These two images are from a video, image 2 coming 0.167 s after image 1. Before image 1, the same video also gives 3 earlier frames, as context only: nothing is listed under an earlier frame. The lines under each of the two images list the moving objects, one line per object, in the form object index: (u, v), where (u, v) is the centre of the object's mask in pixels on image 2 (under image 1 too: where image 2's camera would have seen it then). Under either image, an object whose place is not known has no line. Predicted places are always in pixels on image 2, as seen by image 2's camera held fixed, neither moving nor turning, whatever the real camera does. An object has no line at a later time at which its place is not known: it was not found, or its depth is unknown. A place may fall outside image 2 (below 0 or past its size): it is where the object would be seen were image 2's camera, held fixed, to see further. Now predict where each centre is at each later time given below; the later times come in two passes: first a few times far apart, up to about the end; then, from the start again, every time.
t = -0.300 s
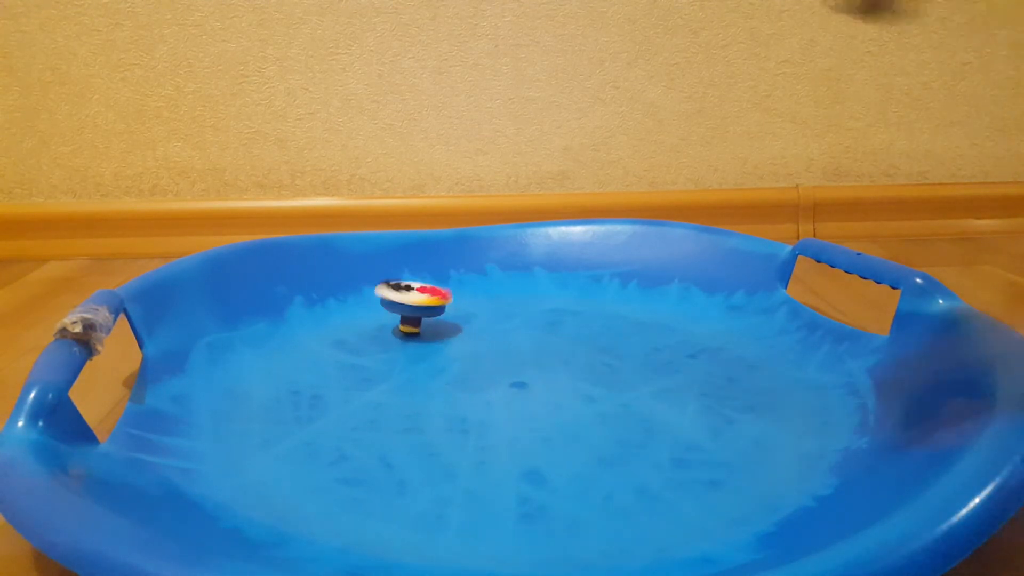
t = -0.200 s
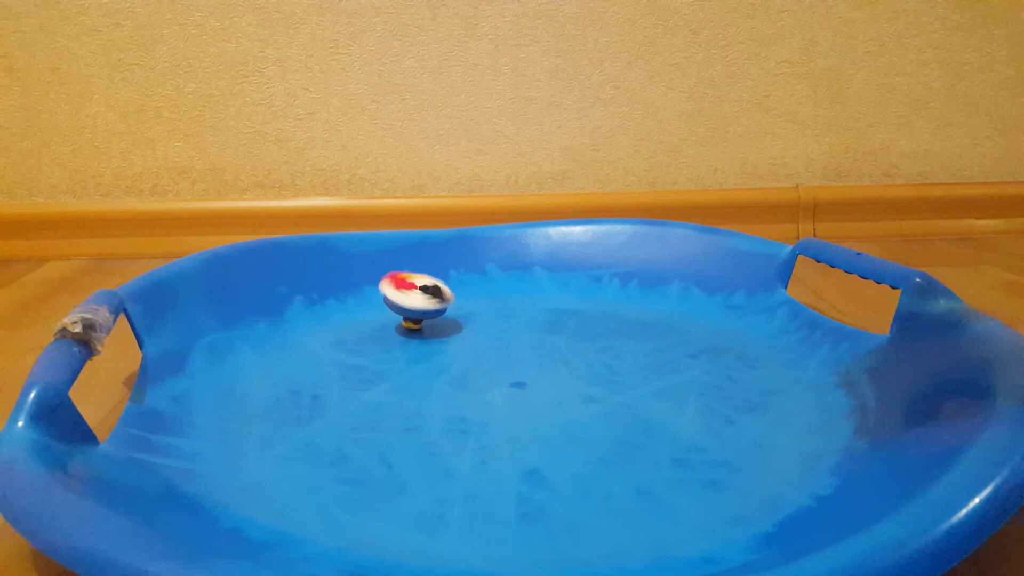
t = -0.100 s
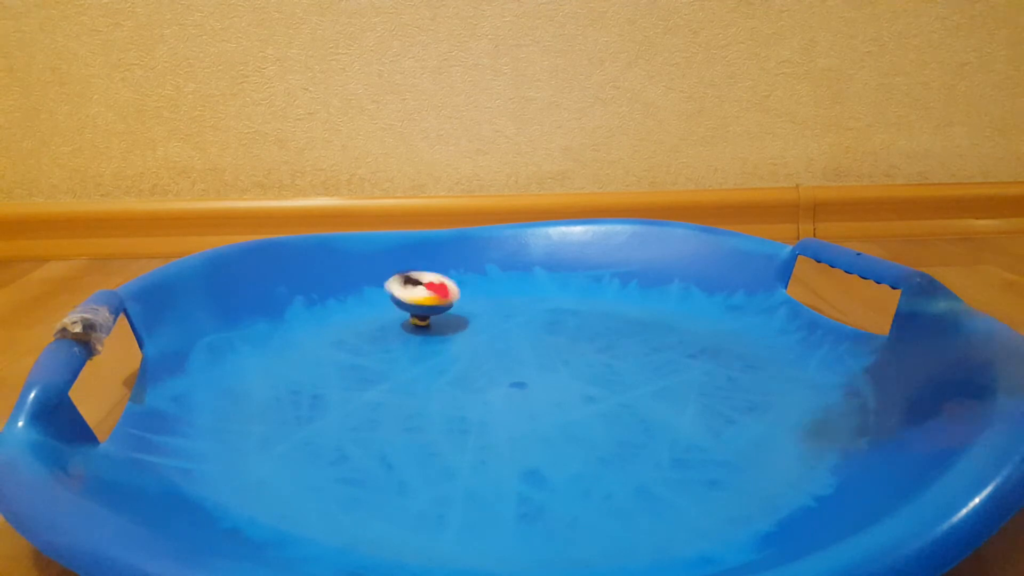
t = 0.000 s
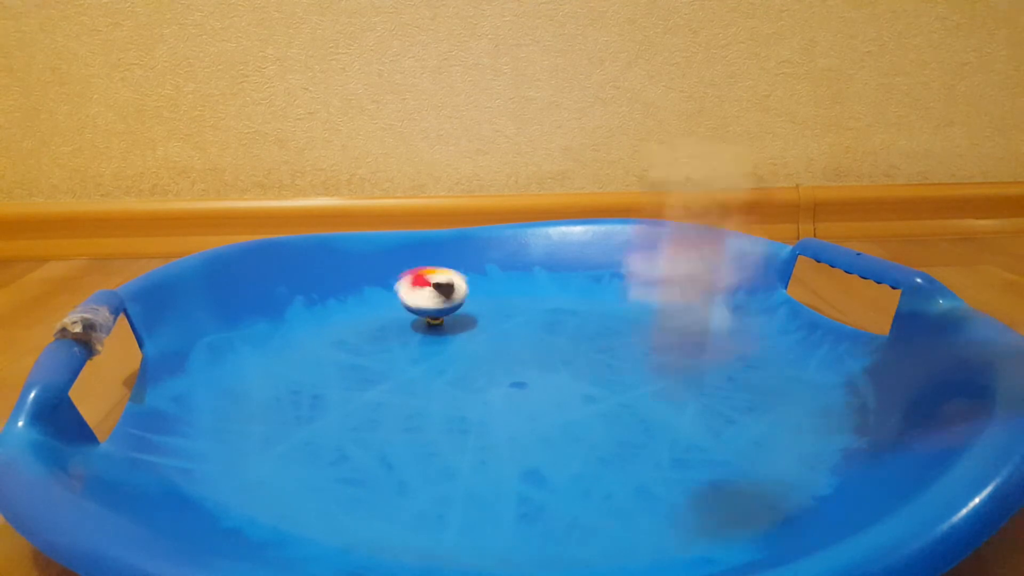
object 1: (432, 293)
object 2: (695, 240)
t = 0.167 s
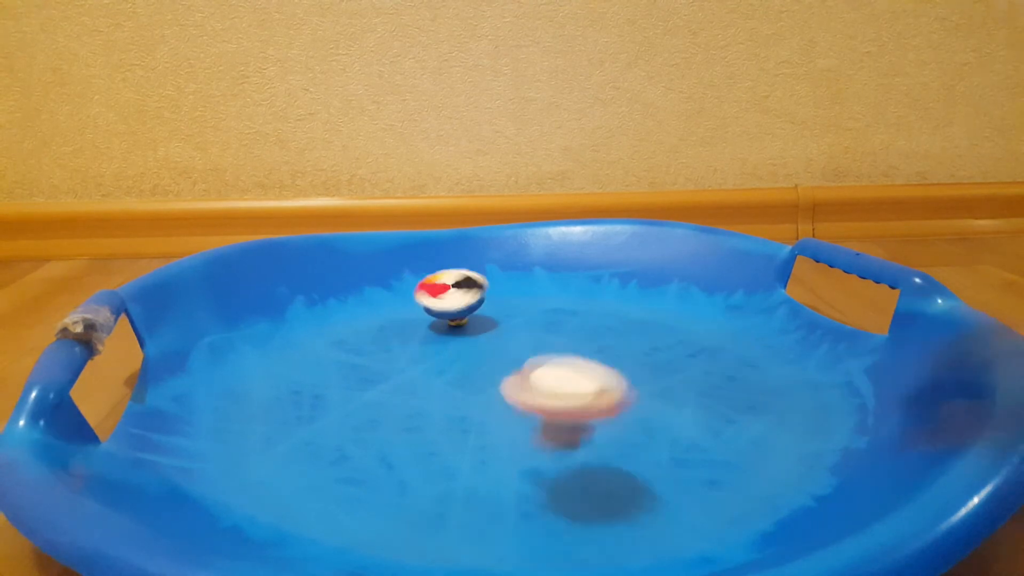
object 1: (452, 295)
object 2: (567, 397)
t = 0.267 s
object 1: (460, 299)
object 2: (516, 429)
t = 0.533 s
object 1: (459, 307)
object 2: (435, 361)
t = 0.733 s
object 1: (483, 290)
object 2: (277, 377)
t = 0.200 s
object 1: (454, 295)
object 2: (544, 427)
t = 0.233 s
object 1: (458, 297)
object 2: (527, 436)
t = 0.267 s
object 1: (460, 299)
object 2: (516, 429)
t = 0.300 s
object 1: (463, 299)
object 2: (502, 420)
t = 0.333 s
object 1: (464, 301)
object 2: (490, 411)
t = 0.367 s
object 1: (464, 302)
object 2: (478, 402)
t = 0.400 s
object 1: (464, 303)
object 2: (469, 393)
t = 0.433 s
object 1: (464, 304)
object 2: (460, 385)
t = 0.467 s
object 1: (463, 306)
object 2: (450, 376)
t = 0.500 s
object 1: (462, 306)
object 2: (443, 368)
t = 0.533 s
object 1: (459, 307)
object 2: (435, 361)
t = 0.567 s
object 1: (456, 306)
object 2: (429, 353)
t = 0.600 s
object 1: (454, 305)
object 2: (423, 344)
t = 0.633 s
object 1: (452, 304)
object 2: (418, 339)
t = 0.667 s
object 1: (457, 304)
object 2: (381, 346)
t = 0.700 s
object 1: (470, 297)
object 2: (330, 364)
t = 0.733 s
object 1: (483, 290)
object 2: (277, 377)
